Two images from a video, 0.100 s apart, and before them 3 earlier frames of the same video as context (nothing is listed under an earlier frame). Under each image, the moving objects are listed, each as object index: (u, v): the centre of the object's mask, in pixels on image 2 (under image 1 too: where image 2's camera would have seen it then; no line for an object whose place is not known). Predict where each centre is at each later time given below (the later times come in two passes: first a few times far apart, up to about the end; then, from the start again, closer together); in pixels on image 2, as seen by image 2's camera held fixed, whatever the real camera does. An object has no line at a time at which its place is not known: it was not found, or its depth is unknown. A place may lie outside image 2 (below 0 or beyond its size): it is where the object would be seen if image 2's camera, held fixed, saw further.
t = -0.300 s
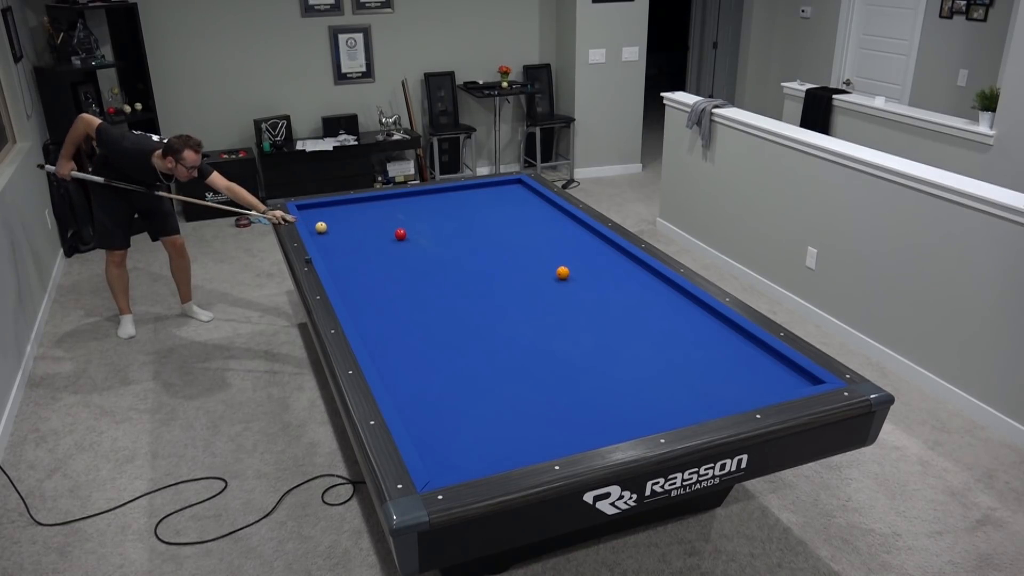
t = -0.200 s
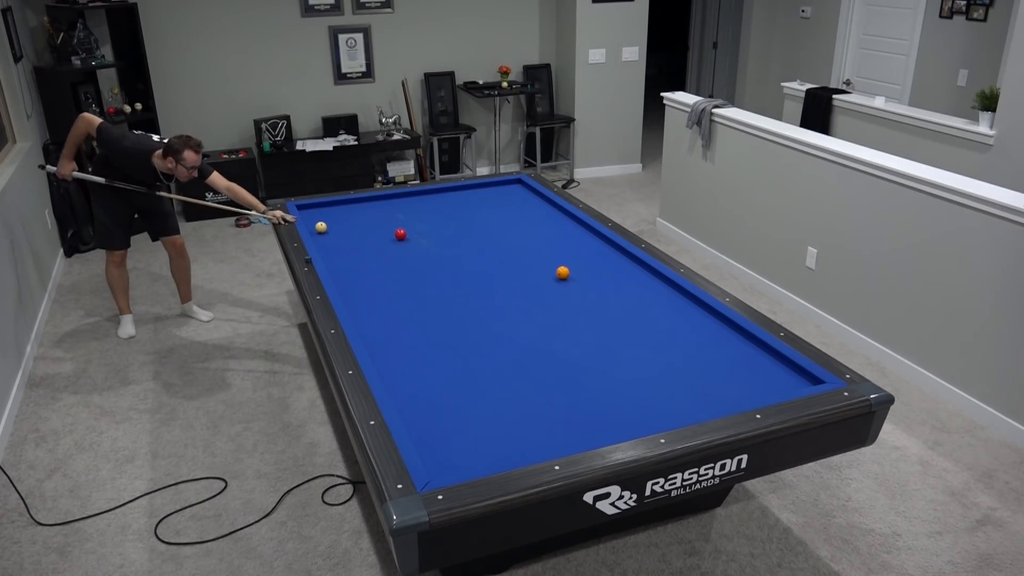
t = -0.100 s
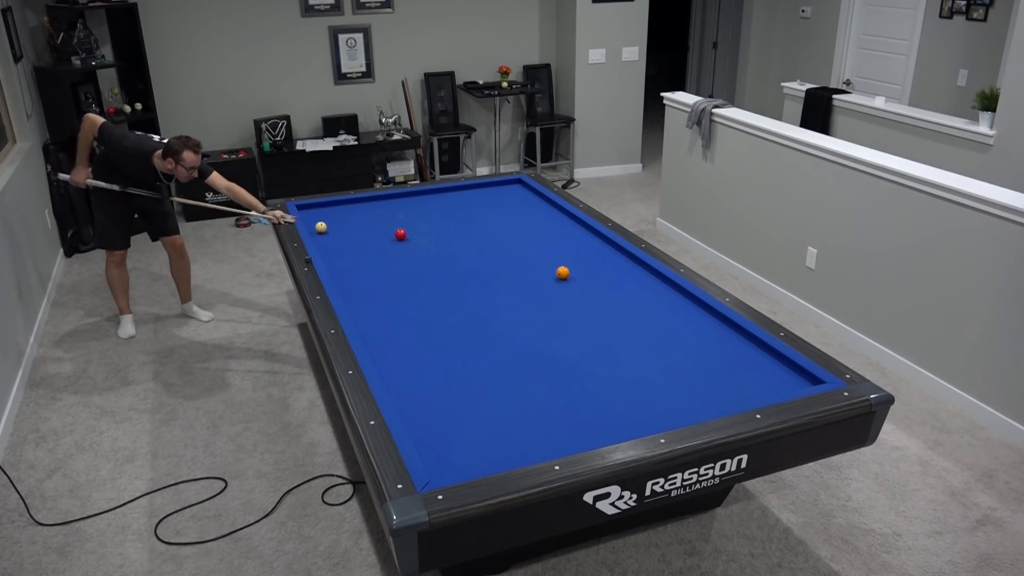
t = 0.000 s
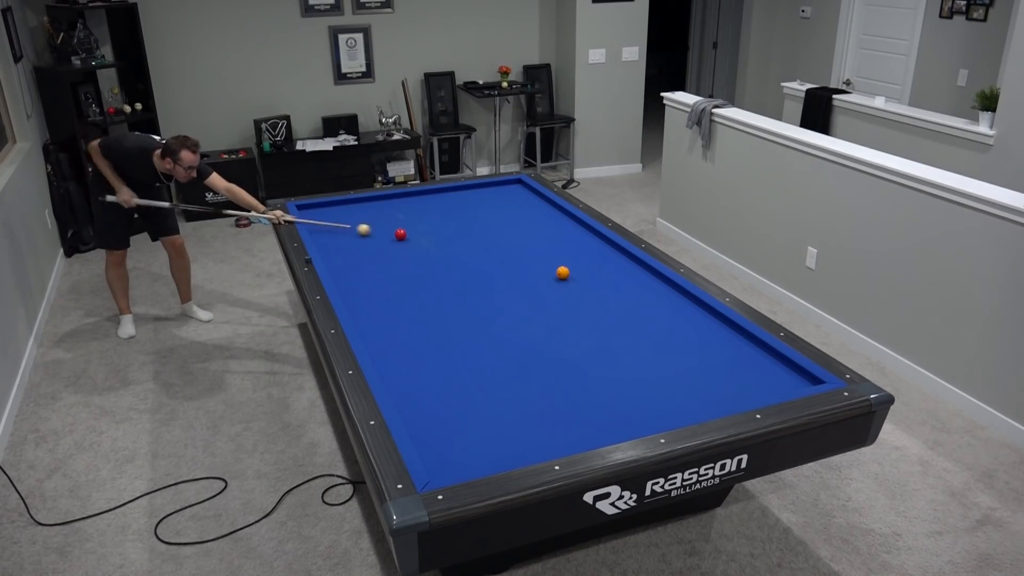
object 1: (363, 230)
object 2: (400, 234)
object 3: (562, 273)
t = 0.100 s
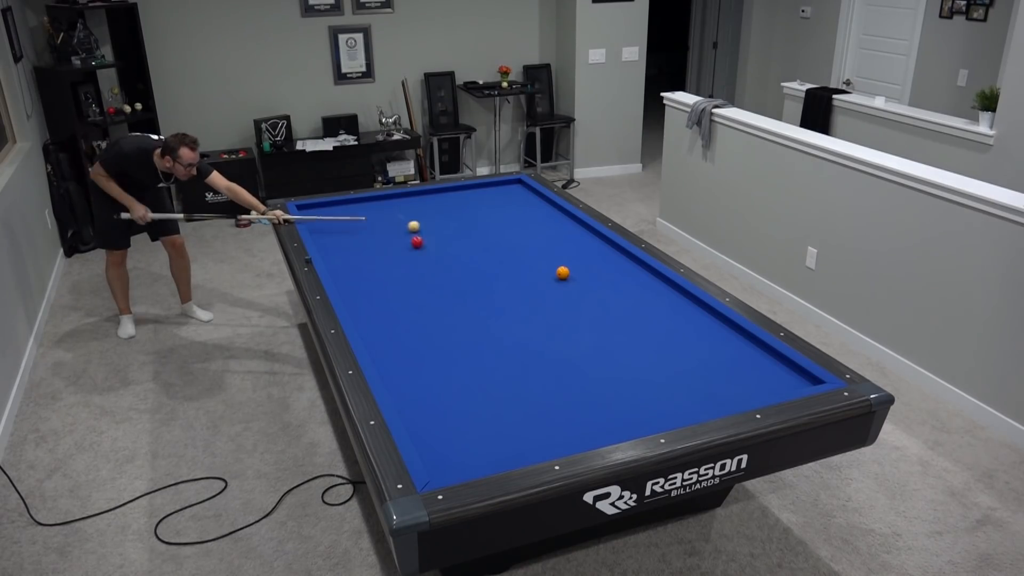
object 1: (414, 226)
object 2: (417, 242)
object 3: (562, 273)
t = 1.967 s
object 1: (362, 236)
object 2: (658, 278)
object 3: (563, 273)
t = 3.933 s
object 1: (615, 263)
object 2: (480, 190)
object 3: (617, 299)
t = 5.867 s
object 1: (576, 265)
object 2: (464, 230)
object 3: (770, 373)
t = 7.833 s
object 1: (540, 268)
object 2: (458, 282)
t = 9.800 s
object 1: (536, 269)
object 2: (453, 334)
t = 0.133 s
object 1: (425, 224)
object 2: (427, 247)
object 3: (562, 273)
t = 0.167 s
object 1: (436, 221)
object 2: (437, 252)
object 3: (563, 273)
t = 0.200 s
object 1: (447, 218)
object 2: (448, 257)
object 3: (563, 273)
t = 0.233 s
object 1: (458, 216)
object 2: (458, 262)
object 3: (563, 273)
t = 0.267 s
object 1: (469, 213)
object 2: (469, 267)
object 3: (563, 273)
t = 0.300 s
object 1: (479, 211)
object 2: (480, 271)
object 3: (563, 273)
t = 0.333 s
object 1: (488, 209)
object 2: (490, 276)
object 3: (563, 273)
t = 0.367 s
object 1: (498, 207)
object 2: (501, 281)
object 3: (563, 273)
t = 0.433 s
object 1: (518, 202)
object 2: (523, 291)
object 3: (563, 273)
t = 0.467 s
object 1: (527, 200)
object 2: (533, 296)
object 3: (563, 273)
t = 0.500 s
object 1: (537, 198)
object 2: (544, 301)
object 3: (563, 273)
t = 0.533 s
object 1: (539, 197)
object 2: (555, 306)
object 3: (563, 273)
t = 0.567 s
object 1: (528, 196)
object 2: (566, 311)
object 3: (563, 273)
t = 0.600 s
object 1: (517, 196)
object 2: (577, 316)
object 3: (563, 273)
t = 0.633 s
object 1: (507, 195)
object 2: (588, 322)
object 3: (563, 273)
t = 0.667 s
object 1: (497, 195)
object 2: (600, 327)
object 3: (563, 273)
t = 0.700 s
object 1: (488, 194)
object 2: (612, 333)
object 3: (563, 273)
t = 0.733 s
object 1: (479, 194)
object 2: (624, 338)
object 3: (562, 273)
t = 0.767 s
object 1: (470, 193)
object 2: (637, 344)
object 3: (563, 273)
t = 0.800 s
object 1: (462, 192)
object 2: (650, 350)
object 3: (563, 273)
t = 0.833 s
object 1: (454, 192)
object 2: (663, 356)
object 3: (563, 273)
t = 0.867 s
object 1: (446, 191)
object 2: (677, 363)
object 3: (563, 273)
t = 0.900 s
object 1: (439, 190)
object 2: (691, 369)
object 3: (563, 273)
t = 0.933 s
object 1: (433, 191)
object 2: (706, 376)
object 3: (563, 273)
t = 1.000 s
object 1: (423, 195)
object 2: (736, 390)
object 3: (562, 273)
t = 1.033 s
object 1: (418, 197)
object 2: (752, 395)
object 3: (562, 273)
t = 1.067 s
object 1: (412, 199)
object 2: (749, 392)
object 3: (562, 273)
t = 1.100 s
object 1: (407, 200)
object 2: (742, 384)
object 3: (563, 273)
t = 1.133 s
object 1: (402, 202)
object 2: (735, 377)
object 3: (563, 273)
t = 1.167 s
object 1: (396, 203)
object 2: (730, 371)
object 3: (562, 273)
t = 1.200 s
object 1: (391, 205)
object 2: (724, 364)
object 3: (563, 273)
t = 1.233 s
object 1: (385, 207)
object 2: (720, 359)
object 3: (562, 273)
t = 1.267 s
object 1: (379, 208)
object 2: (715, 353)
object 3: (563, 273)
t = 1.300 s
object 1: (374, 210)
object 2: (711, 348)
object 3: (562, 273)
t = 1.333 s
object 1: (368, 212)
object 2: (708, 344)
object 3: (563, 273)
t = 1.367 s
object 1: (362, 213)
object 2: (705, 339)
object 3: (562, 273)
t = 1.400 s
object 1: (356, 215)
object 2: (703, 335)
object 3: (562, 273)
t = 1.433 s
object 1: (350, 217)
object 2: (700, 331)
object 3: (562, 273)
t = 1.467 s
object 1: (344, 219)
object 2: (697, 327)
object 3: (562, 273)
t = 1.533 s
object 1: (333, 222)
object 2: (692, 319)
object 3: (563, 273)
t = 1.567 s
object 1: (326, 224)
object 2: (690, 316)
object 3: (562, 273)
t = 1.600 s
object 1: (320, 226)
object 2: (687, 312)
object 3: (562, 273)
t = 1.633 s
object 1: (313, 228)
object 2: (685, 308)
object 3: (562, 273)
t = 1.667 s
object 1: (315, 229)
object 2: (683, 305)
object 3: (562, 273)
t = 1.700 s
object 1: (321, 230)
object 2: (681, 302)
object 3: (563, 273)
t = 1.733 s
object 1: (327, 231)
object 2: (678, 298)
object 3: (563, 273)
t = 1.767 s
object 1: (333, 231)
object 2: (676, 295)
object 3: (562, 273)
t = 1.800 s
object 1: (338, 232)
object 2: (674, 292)
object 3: (562, 273)
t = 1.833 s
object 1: (343, 233)
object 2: (672, 289)
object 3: (562, 273)
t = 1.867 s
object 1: (348, 234)
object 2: (670, 285)
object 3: (563, 273)
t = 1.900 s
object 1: (352, 235)
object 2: (667, 283)
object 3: (563, 273)
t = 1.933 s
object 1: (357, 235)
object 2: (662, 280)
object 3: (562, 273)
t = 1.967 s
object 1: (362, 236)
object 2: (658, 278)
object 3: (563, 273)
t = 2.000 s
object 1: (367, 237)
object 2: (654, 276)
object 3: (563, 273)
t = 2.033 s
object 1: (372, 238)
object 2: (649, 274)
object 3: (562, 273)
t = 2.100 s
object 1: (381, 240)
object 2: (641, 270)
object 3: (563, 273)
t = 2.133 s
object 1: (386, 240)
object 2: (637, 268)
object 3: (563, 273)
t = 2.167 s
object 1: (391, 241)
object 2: (632, 266)
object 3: (562, 273)
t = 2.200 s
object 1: (396, 242)
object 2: (628, 264)
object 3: (563, 273)
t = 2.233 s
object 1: (401, 243)
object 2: (625, 262)
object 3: (562, 273)
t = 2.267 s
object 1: (406, 244)
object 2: (621, 260)
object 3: (562, 273)
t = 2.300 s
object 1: (411, 245)
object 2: (617, 258)
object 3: (562, 273)
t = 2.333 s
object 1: (416, 245)
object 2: (613, 256)
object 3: (563, 273)
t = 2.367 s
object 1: (421, 246)
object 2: (609, 255)
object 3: (563, 273)
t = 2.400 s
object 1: (426, 247)
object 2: (606, 253)
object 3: (563, 273)
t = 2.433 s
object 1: (431, 248)
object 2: (602, 251)
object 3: (562, 273)
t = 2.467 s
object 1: (436, 249)
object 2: (599, 249)
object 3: (562, 273)
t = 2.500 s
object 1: (441, 250)
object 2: (595, 248)
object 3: (562, 273)
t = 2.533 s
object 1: (446, 251)
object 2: (592, 246)
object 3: (562, 273)
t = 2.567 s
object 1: (452, 252)
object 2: (588, 244)
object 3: (562, 273)
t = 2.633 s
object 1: (462, 253)
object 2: (582, 241)
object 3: (562, 273)
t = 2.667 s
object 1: (467, 254)
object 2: (578, 239)
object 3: (562, 273)
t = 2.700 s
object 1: (472, 255)
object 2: (575, 238)
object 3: (562, 273)
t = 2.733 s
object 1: (477, 256)
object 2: (572, 236)
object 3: (562, 273)
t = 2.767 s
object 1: (483, 257)
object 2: (569, 235)
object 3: (563, 273)
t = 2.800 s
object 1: (488, 258)
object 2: (566, 233)
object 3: (562, 273)
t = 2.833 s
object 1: (493, 259)
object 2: (563, 232)
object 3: (562, 273)
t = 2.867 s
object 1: (499, 260)
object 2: (560, 230)
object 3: (563, 273)
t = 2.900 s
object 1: (504, 261)
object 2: (557, 228)
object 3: (563, 273)
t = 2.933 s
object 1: (509, 261)
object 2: (554, 227)
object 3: (562, 273)
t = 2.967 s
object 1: (515, 262)
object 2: (551, 226)
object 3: (562, 273)
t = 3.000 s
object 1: (520, 263)
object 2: (548, 224)
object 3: (562, 273)
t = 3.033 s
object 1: (526, 264)
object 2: (545, 223)
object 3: (562, 273)
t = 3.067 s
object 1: (531, 265)
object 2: (543, 221)
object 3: (562, 273)
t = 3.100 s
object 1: (537, 266)
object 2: (540, 220)
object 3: (562, 273)
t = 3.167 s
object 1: (548, 268)
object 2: (534, 217)
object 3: (562, 273)
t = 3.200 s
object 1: (553, 269)
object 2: (532, 216)
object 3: (563, 273)
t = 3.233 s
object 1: (555, 268)
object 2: (529, 215)
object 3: (565, 274)
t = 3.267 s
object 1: (558, 268)
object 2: (526, 213)
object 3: (569, 276)
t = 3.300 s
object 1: (561, 267)
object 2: (524, 212)
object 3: (571, 277)
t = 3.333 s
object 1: (564, 267)
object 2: (521, 211)
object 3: (574, 279)
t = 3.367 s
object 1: (567, 267)
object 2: (519, 210)
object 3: (576, 280)
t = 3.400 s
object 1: (570, 267)
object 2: (516, 208)
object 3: (579, 281)
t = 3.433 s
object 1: (573, 267)
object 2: (514, 207)
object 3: (581, 282)
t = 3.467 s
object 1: (576, 266)
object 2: (511, 206)
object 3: (583, 283)
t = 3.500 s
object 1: (579, 266)
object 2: (509, 205)
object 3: (585, 284)
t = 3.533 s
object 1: (582, 266)
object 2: (506, 204)
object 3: (588, 285)
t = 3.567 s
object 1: (584, 266)
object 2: (504, 202)
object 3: (590, 286)
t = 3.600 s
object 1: (587, 265)
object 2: (502, 201)
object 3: (592, 288)
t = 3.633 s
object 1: (590, 265)
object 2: (500, 200)
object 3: (595, 289)
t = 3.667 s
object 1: (593, 265)
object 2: (497, 199)
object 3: (597, 290)
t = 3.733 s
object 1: (598, 265)
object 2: (493, 197)
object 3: (602, 292)
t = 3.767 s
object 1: (601, 264)
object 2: (491, 196)
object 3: (604, 293)
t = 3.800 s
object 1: (604, 264)
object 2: (489, 194)
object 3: (607, 294)
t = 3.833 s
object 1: (606, 264)
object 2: (486, 193)
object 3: (609, 296)
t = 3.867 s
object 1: (609, 263)
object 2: (484, 192)
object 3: (612, 297)
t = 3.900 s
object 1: (612, 263)
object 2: (482, 191)
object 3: (614, 298)
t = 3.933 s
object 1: (615, 263)
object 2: (480, 190)
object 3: (617, 299)
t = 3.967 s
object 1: (617, 263)
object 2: (478, 189)
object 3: (619, 300)
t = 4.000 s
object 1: (620, 263)
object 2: (476, 188)
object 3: (621, 302)
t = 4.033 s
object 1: (622, 262)
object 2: (474, 187)
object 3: (624, 303)
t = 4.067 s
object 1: (625, 262)
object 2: (472, 186)
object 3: (626, 304)
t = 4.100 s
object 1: (628, 262)
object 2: (472, 186)
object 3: (629, 305)
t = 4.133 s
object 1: (630, 261)
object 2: (472, 187)
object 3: (631, 306)
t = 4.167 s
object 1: (633, 261)
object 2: (472, 188)
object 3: (634, 307)
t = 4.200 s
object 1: (635, 261)
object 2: (472, 189)
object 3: (636, 309)
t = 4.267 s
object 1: (632, 261)
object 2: (471, 191)
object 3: (642, 311)
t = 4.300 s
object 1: (630, 261)
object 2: (471, 191)
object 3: (644, 312)
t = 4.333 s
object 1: (629, 261)
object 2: (471, 192)
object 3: (647, 313)
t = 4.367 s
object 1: (628, 262)
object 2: (471, 193)
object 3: (649, 315)
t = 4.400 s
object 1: (626, 262)
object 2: (471, 194)
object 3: (652, 316)
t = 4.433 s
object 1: (625, 262)
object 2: (471, 194)
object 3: (654, 317)
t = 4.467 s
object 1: (624, 262)
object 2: (471, 195)
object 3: (657, 318)
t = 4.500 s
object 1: (622, 262)
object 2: (470, 196)
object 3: (659, 320)
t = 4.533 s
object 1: (621, 262)
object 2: (470, 197)
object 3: (662, 321)
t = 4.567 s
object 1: (619, 262)
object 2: (470, 198)
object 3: (665, 322)
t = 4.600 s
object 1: (618, 262)
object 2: (470, 199)
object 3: (667, 323)
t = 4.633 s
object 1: (617, 262)
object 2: (470, 199)
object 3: (670, 324)
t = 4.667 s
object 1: (616, 263)
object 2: (470, 200)
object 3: (673, 326)
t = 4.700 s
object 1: (614, 263)
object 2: (470, 201)
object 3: (675, 327)
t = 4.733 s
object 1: (613, 263)
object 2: (469, 202)
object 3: (678, 328)
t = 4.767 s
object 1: (612, 263)
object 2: (469, 202)
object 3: (680, 329)
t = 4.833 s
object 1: (609, 263)
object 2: (469, 204)
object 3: (686, 332)
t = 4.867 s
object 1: (608, 263)
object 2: (469, 205)
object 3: (688, 333)
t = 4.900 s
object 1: (607, 263)
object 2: (469, 206)
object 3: (691, 334)
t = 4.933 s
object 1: (606, 263)
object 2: (469, 206)
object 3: (693, 336)
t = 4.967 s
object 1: (604, 263)
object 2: (468, 207)
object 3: (696, 337)
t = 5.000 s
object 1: (603, 263)
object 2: (468, 208)
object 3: (699, 338)
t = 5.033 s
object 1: (602, 263)
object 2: (468, 209)
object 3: (701, 340)
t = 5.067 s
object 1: (601, 263)
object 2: (468, 210)
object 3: (704, 341)
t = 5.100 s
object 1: (600, 263)
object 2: (468, 211)
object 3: (707, 342)
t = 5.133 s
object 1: (598, 264)
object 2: (468, 211)
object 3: (710, 343)
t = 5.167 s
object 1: (597, 264)
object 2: (467, 212)
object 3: (712, 345)
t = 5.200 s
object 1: (596, 264)
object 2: (467, 213)
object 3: (715, 346)
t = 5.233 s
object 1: (595, 264)
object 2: (467, 214)
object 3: (718, 347)
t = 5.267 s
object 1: (594, 264)
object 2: (467, 215)
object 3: (720, 349)
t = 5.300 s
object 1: (593, 264)
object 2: (467, 216)
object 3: (723, 350)
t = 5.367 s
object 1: (591, 264)
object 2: (467, 217)
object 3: (728, 353)
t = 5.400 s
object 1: (590, 264)
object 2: (467, 218)
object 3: (731, 354)
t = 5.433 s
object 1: (589, 264)
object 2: (466, 219)
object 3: (734, 355)
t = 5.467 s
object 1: (588, 264)
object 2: (466, 220)
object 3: (737, 356)
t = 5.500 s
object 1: (587, 264)
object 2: (466, 220)
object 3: (739, 358)
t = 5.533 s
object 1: (586, 264)
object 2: (466, 221)
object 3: (742, 359)
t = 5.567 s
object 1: (585, 264)
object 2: (466, 222)
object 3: (745, 360)
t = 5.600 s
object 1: (584, 265)
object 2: (466, 223)
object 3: (748, 362)
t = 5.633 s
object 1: (583, 264)
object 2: (466, 224)
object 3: (751, 363)
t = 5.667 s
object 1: (582, 265)
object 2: (465, 225)
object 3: (754, 365)
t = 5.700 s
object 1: (581, 265)
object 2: (465, 225)
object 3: (756, 366)
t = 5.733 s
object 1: (580, 265)
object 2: (465, 226)
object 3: (759, 367)
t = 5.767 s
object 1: (579, 265)
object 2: (465, 227)
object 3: (762, 368)
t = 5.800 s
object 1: (578, 265)
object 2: (465, 228)
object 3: (765, 370)
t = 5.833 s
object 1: (577, 265)
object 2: (465, 229)
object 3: (768, 371)
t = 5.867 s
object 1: (576, 265)
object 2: (464, 230)
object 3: (770, 373)
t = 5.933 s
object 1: (574, 265)
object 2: (464, 231)
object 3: (776, 375)
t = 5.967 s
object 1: (573, 265)
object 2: (464, 232)
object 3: (779, 377)
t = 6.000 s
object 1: (572, 265)
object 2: (464, 233)
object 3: (782, 378)
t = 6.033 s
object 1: (571, 265)
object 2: (464, 234)
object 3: (784, 380)
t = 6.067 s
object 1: (571, 265)
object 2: (464, 235)
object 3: (787, 381)
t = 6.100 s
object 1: (570, 265)
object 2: (463, 236)
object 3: (790, 382)
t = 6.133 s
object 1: (569, 266)
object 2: (463, 237)
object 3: (793, 383)
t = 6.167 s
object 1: (568, 266)
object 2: (463, 237)
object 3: (795, 384)
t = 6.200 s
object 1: (567, 266)
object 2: (463, 238)
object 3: (798, 384)
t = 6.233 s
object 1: (567, 266)
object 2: (463, 239)
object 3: (798, 384)
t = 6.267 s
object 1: (566, 266)
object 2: (463, 240)
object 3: (797, 383)
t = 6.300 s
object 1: (565, 266)
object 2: (463, 241)
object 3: (797, 382)
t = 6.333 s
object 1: (564, 266)
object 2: (463, 242)
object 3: (796, 382)
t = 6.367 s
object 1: (563, 266)
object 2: (462, 243)
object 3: (795, 381)
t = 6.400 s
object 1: (563, 266)
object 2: (462, 244)
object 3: (794, 381)
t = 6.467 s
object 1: (561, 266)
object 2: (462, 245)
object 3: (793, 379)
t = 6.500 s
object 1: (561, 266)
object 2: (462, 246)
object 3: (792, 378)
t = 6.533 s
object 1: (560, 266)
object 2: (462, 247)
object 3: (791, 377)
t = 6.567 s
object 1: (559, 266)
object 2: (462, 248)
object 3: (791, 376)
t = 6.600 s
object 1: (558, 267)
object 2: (462, 249)
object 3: (790, 375)
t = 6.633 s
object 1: (558, 267)
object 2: (462, 250)
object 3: (789, 374)
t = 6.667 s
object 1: (557, 267)
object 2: (461, 251)
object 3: (788, 373)
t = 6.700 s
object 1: (557, 267)
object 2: (461, 251)
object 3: (788, 373)
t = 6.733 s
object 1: (556, 267)
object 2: (461, 252)
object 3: (787, 372)
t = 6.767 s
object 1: (555, 267)
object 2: (461, 253)
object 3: (786, 371)
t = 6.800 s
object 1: (554, 267)
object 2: (461, 254)
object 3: (786, 370)
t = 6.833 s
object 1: (554, 267)
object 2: (461, 255)
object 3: (785, 369)
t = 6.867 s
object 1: (553, 267)
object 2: (461, 256)
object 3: (784, 368)
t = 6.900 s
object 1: (552, 267)
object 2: (461, 257)
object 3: (783, 367)
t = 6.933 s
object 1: (552, 267)
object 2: (461, 257)
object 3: (783, 367)
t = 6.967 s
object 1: (551, 267)
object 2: (460, 258)
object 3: (782, 366)
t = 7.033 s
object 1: (550, 267)
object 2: (460, 260)
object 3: (781, 364)
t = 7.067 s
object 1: (550, 267)
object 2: (460, 261)
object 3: (781, 364)
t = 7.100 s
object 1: (549, 267)
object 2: (460, 262)
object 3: (780, 363)
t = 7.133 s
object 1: (549, 267)
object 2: (460, 263)
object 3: (779, 362)
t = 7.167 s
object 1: (548, 268)
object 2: (460, 264)
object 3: (778, 361)
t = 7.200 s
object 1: (548, 268)
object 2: (462, 266)
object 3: (778, 361)
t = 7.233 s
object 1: (547, 268)
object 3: (777, 360)
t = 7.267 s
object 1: (547, 268)
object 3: (777, 359)
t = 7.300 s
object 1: (546, 268)
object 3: (776, 359)
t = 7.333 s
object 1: (546, 268)
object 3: (776, 358)
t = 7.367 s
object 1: (546, 268)
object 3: (775, 357)
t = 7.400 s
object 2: (459, 270)
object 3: (775, 356)
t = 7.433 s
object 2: (459, 271)
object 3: (774, 356)
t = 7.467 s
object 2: (459, 272)
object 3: (773, 355)
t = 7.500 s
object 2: (459, 273)
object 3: (773, 355)
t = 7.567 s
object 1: (543, 268)
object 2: (458, 275)
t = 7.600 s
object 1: (543, 268)
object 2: (458, 275)
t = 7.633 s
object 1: (542, 268)
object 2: (458, 276)
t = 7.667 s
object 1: (542, 268)
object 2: (458, 277)
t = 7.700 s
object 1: (541, 268)
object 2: (458, 278)
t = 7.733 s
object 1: (541, 268)
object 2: (458, 279)
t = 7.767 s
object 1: (541, 268)
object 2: (458, 280)
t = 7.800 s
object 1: (541, 268)
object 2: (458, 281)
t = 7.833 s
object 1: (540, 268)
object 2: (458, 282)
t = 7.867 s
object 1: (540, 268)
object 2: (457, 283)
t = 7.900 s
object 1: (540, 268)
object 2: (457, 284)
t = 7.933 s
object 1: (540, 268)
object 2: (457, 284)
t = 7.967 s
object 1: (539, 269)
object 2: (457, 285)
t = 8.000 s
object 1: (539, 269)
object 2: (457, 286)
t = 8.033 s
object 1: (539, 269)
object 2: (457, 287)
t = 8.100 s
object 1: (538, 269)
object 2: (457, 289)
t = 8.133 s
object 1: (538, 269)
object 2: (457, 290)
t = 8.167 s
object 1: (538, 269)
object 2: (457, 291)
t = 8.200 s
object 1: (538, 269)
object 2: (457, 292)
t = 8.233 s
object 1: (538, 269)
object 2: (456, 293)
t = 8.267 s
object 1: (537, 269)
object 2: (456, 294)
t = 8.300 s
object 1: (537, 269)
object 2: (456, 294)
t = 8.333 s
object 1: (537, 269)
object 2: (456, 295)
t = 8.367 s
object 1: (537, 269)
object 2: (456, 296)
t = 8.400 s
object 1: (537, 269)
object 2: (456, 297)
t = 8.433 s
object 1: (537, 269)
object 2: (456, 298)
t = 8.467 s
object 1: (537, 269)
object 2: (456, 299)
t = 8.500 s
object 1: (537, 269)
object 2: (456, 300)
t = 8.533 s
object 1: (536, 269)
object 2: (456, 301)
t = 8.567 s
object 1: (536, 269)
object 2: (456, 301)
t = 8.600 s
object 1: (536, 269)
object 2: (456, 302)
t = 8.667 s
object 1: (536, 269)
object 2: (456, 304)
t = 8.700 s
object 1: (536, 269)
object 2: (456, 305)
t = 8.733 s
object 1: (536, 269)
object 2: (455, 306)
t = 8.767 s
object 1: (536, 269)
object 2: (455, 307)
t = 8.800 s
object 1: (536, 269)
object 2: (455, 308)
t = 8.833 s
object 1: (536, 269)
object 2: (455, 309)
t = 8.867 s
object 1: (536, 269)
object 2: (455, 310)
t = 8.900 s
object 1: (536, 269)
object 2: (455, 310)
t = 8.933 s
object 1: (536, 269)
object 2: (455, 311)
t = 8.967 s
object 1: (536, 269)
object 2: (455, 312)
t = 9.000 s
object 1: (536, 269)
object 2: (455, 313)
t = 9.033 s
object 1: (536, 269)
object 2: (455, 314)
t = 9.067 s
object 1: (536, 269)
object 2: (455, 315)
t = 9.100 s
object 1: (536, 269)
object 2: (455, 316)
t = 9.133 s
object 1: (536, 269)
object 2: (455, 317)
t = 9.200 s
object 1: (536, 269)
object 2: (455, 318)
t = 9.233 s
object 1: (536, 269)
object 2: (454, 319)
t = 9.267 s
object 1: (536, 269)
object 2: (454, 320)
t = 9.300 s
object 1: (536, 269)
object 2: (454, 321)
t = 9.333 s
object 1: (536, 269)
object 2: (454, 322)
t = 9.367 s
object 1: (536, 269)
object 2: (454, 323)
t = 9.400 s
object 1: (536, 269)
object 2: (454, 324)
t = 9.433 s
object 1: (536, 269)
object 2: (454, 324)
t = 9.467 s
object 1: (536, 269)
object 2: (454, 325)
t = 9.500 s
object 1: (536, 269)
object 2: (454, 326)
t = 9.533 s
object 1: (536, 269)
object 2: (454, 327)
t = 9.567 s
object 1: (536, 269)
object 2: (454, 328)
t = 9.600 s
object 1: (536, 269)
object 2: (454, 329)
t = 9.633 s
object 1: (536, 269)
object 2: (454, 330)
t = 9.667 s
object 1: (536, 269)
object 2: (454, 331)
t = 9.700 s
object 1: (536, 269)
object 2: (454, 331)
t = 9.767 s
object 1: (536, 269)
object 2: (453, 333)
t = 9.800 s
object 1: (536, 269)
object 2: (453, 334)
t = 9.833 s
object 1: (536, 269)
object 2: (453, 334)
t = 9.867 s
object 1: (536, 269)
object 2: (454, 335)
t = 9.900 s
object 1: (536, 269)
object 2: (453, 336)
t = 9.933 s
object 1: (536, 269)
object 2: (453, 337)
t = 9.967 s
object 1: (536, 269)
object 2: (453, 338)
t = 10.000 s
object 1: (536, 269)
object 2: (453, 339)
